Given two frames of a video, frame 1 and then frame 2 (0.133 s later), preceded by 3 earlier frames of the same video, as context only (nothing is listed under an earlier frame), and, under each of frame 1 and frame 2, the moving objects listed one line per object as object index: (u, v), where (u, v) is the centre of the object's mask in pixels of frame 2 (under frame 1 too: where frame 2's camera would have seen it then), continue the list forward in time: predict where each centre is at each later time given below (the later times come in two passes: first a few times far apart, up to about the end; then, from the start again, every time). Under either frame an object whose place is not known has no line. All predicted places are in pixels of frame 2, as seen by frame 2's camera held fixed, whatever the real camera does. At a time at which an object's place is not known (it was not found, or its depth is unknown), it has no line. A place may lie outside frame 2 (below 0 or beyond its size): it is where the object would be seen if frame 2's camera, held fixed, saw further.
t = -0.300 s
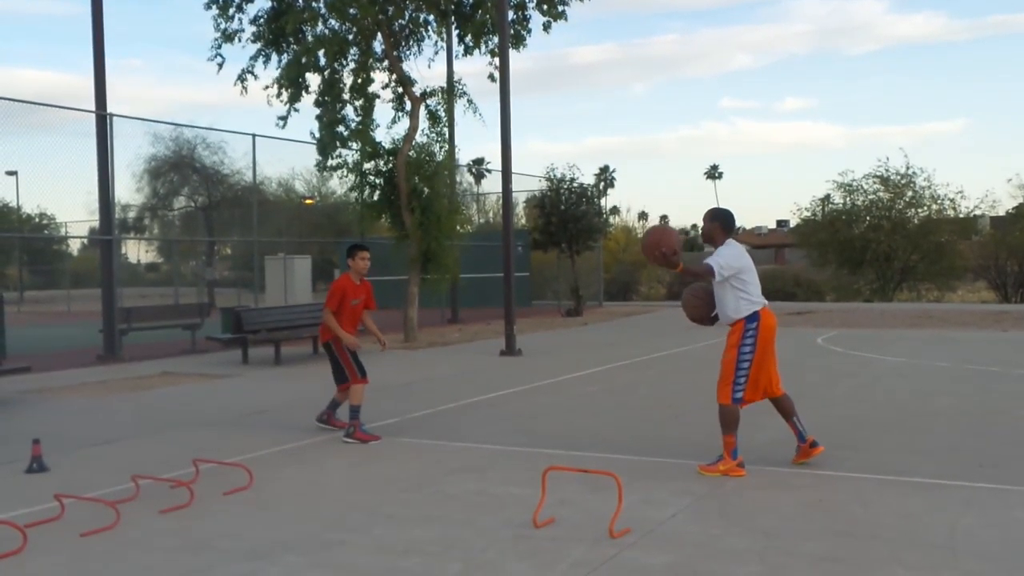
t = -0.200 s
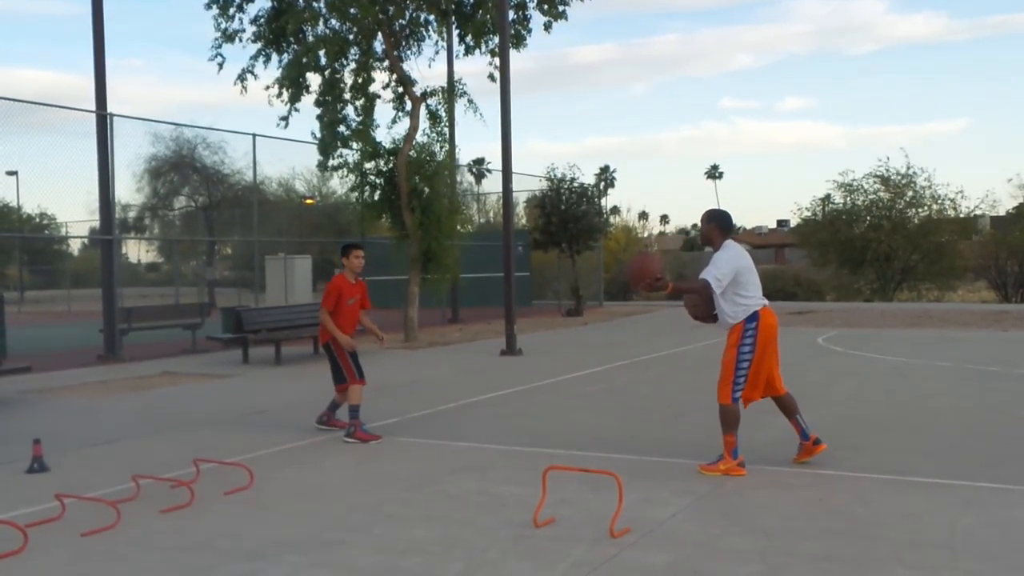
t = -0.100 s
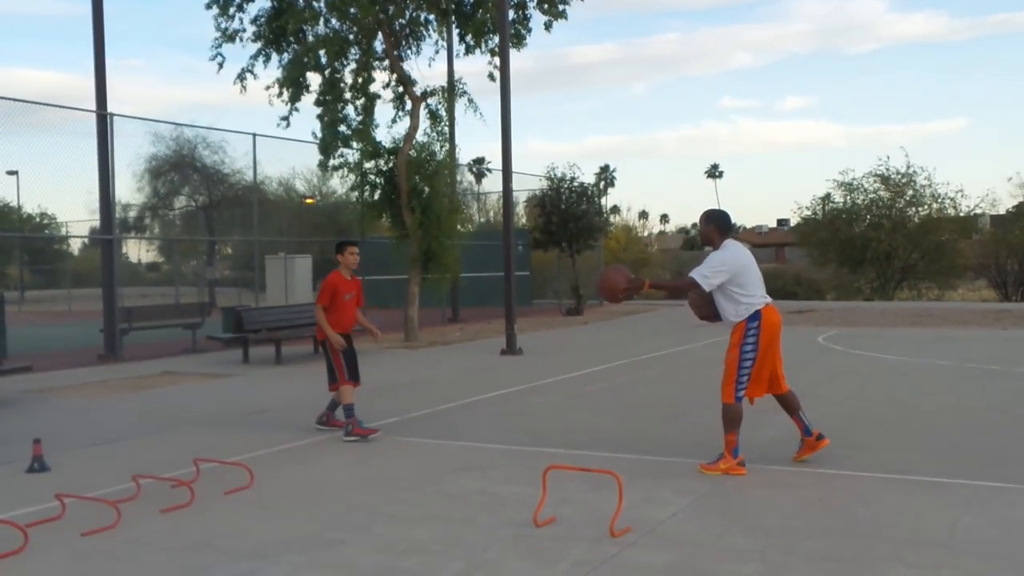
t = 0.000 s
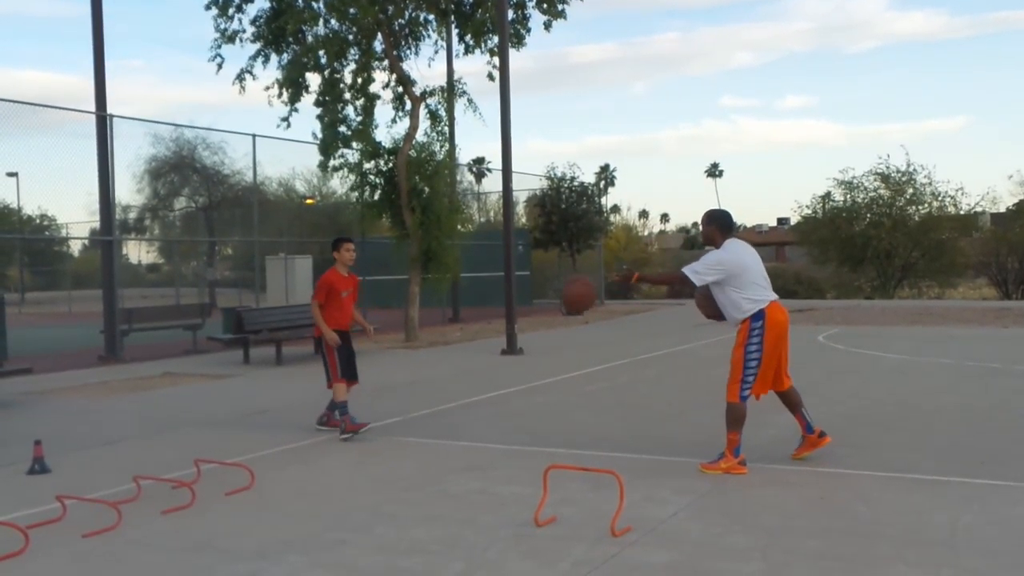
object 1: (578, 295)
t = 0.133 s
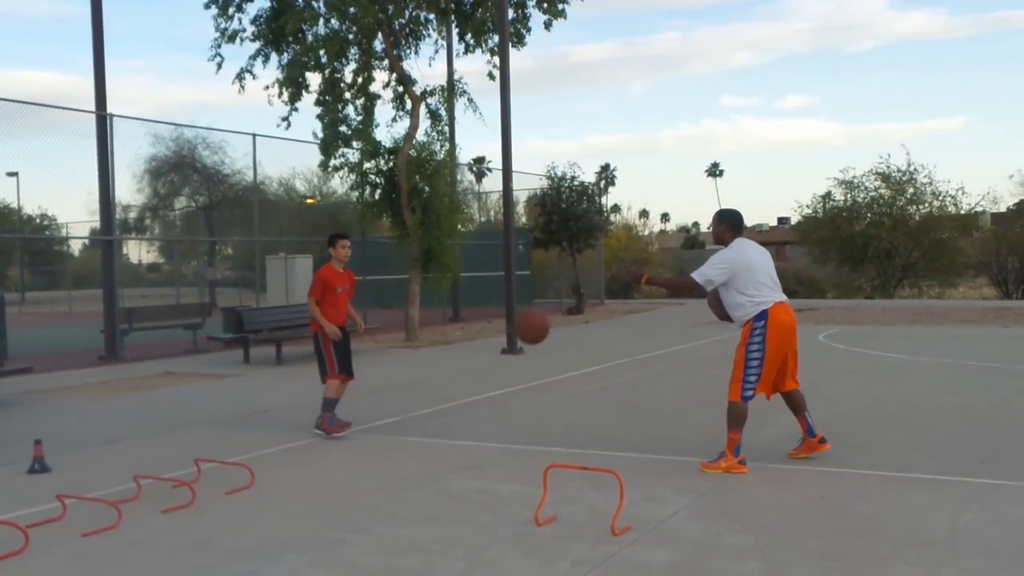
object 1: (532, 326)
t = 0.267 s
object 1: (490, 383)
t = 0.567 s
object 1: (410, 362)
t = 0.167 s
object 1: (521, 339)
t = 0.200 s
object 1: (510, 352)
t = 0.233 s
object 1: (500, 366)
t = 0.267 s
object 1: (490, 383)
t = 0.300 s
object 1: (480, 400)
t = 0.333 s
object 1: (471, 418)
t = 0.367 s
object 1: (462, 437)
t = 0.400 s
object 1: (453, 423)
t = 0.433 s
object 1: (444, 408)
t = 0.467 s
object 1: (435, 394)
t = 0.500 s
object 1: (427, 381)
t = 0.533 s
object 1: (418, 371)
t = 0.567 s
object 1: (410, 362)
